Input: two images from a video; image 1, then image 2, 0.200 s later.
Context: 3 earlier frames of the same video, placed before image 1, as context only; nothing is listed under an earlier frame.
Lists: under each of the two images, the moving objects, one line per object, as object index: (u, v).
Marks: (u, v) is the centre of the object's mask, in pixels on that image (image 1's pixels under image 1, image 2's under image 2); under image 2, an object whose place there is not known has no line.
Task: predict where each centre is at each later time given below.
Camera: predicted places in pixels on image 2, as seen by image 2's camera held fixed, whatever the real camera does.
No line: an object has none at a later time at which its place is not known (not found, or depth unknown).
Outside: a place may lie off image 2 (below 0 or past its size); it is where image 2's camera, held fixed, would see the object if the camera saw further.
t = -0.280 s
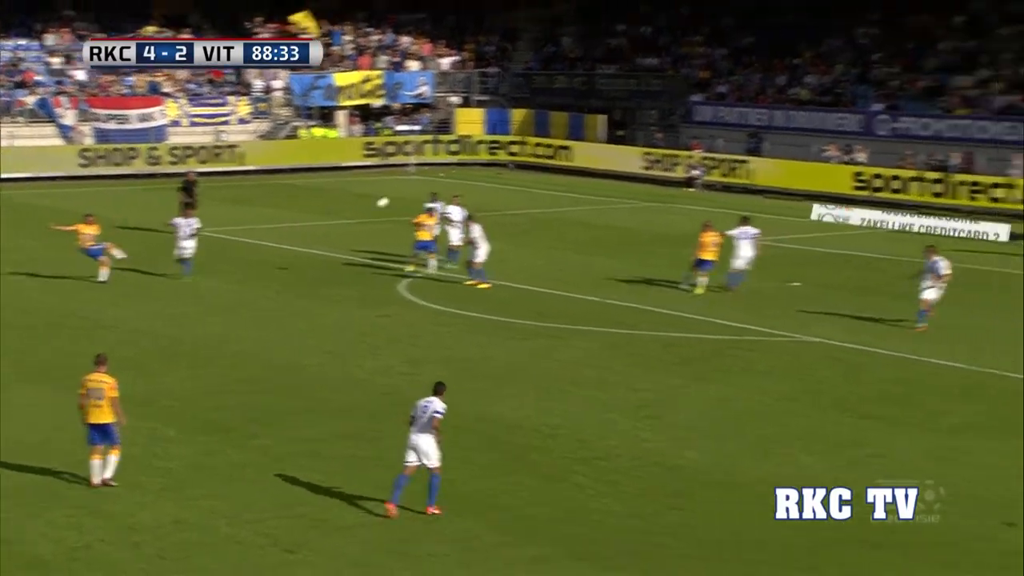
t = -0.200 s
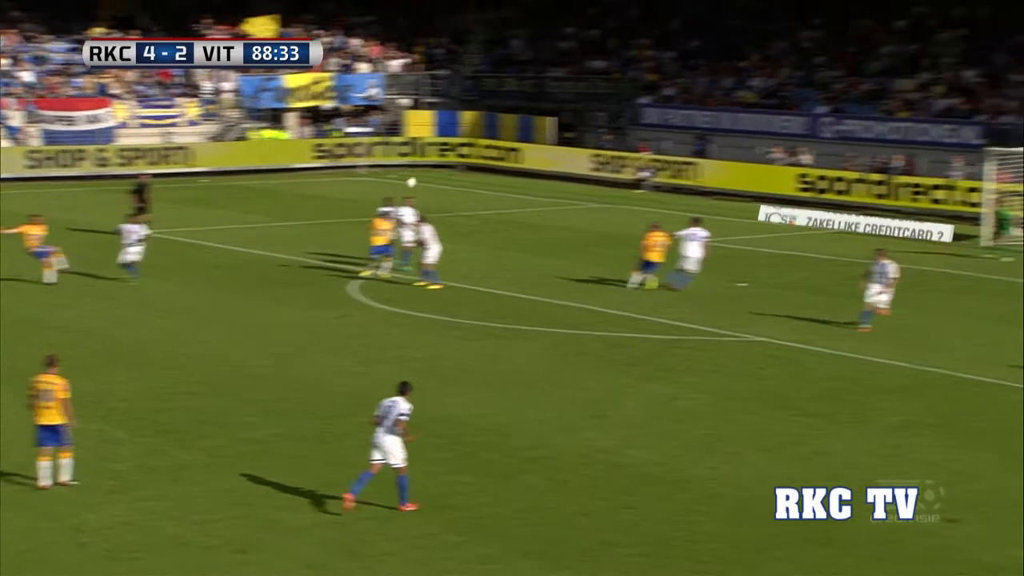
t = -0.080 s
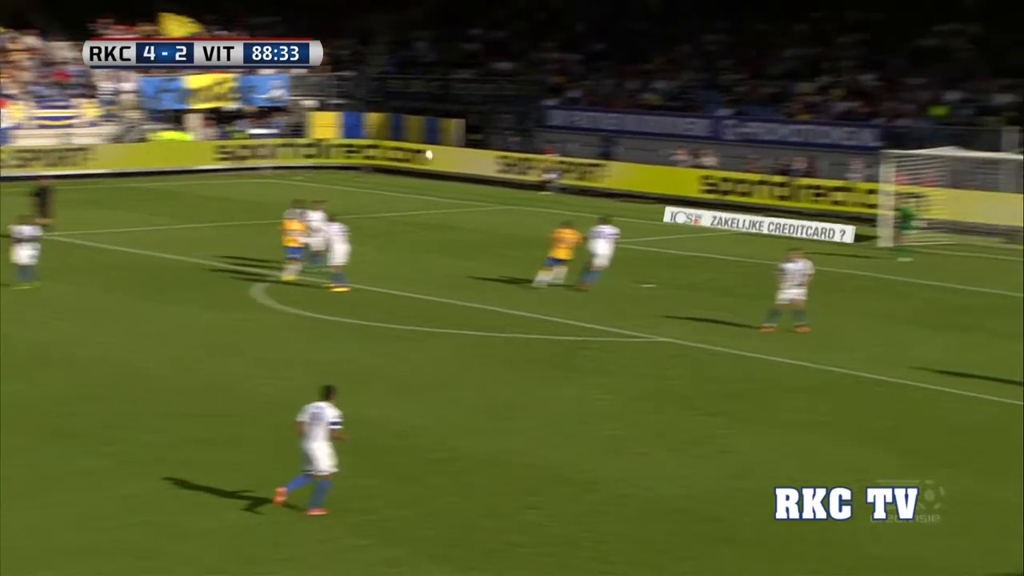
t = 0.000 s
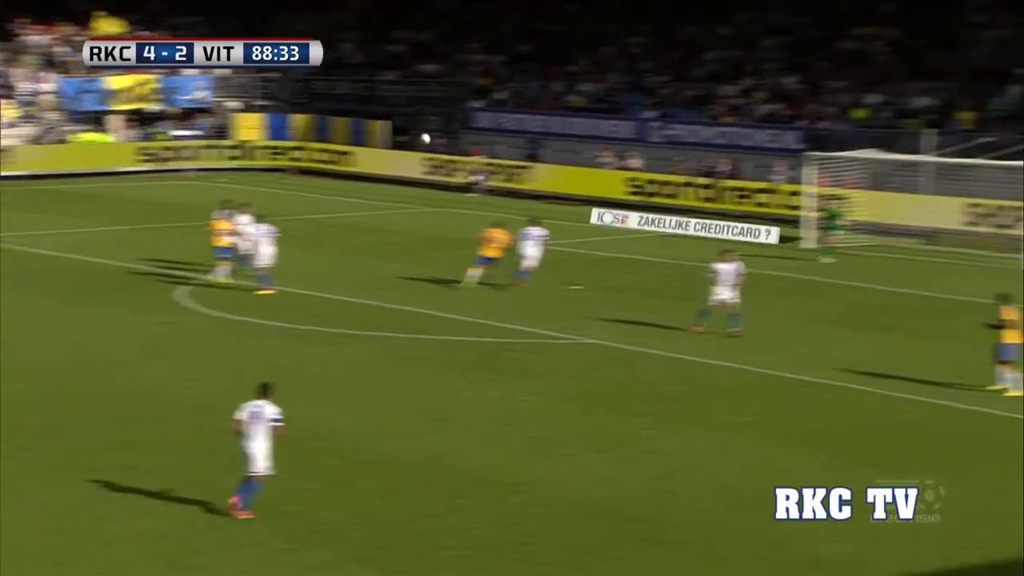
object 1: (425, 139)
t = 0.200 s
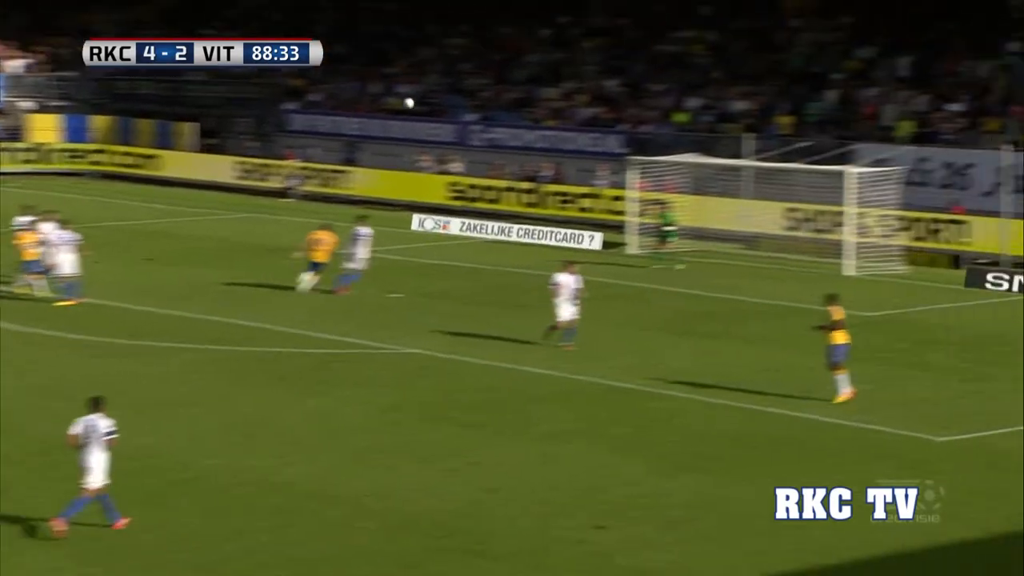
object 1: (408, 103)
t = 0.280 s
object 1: (472, 90)
